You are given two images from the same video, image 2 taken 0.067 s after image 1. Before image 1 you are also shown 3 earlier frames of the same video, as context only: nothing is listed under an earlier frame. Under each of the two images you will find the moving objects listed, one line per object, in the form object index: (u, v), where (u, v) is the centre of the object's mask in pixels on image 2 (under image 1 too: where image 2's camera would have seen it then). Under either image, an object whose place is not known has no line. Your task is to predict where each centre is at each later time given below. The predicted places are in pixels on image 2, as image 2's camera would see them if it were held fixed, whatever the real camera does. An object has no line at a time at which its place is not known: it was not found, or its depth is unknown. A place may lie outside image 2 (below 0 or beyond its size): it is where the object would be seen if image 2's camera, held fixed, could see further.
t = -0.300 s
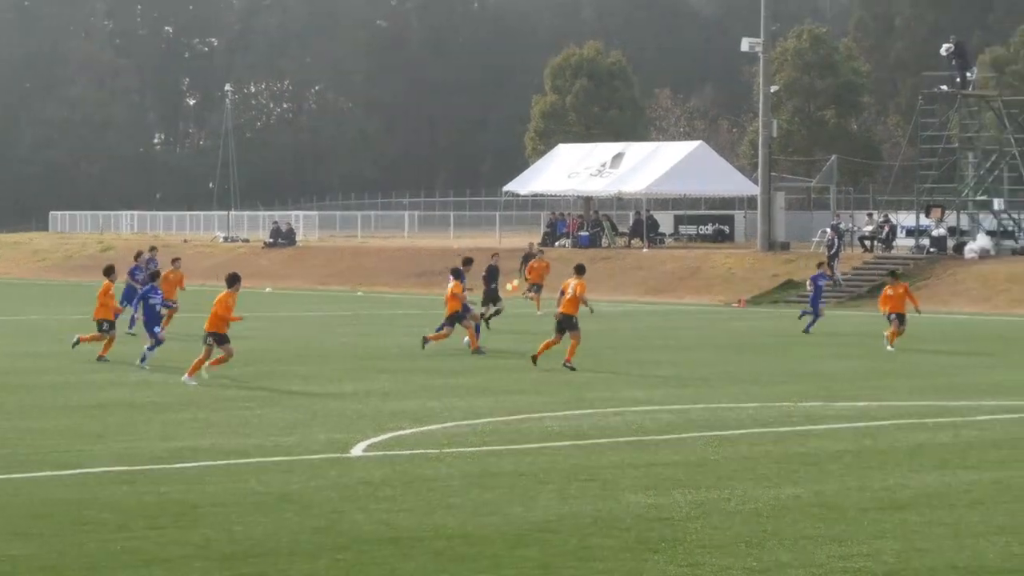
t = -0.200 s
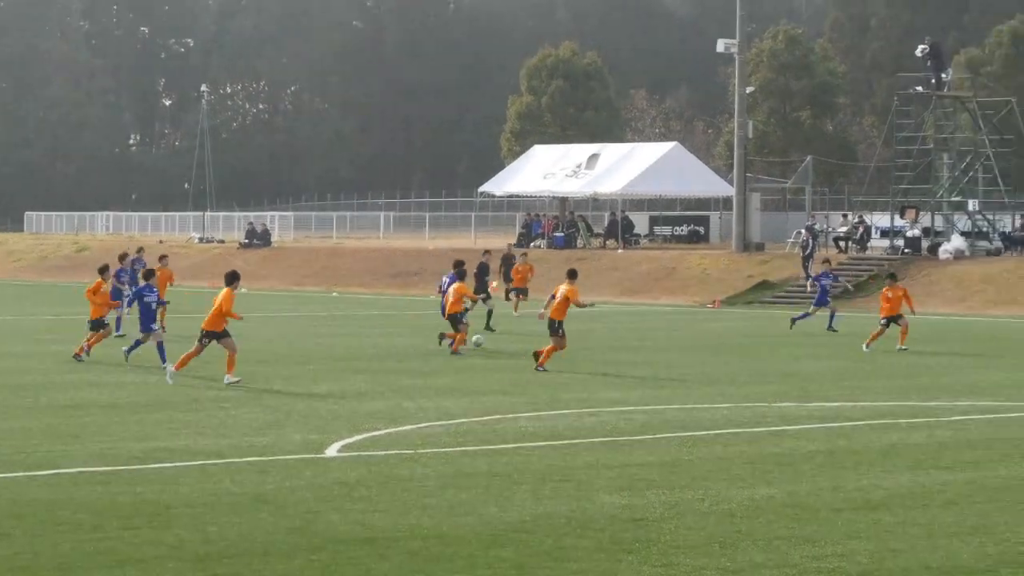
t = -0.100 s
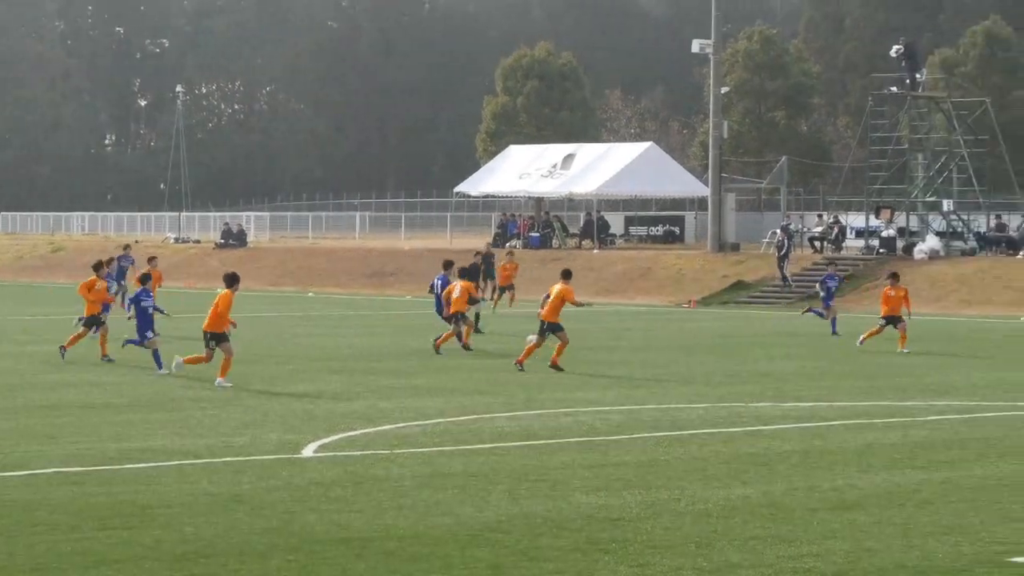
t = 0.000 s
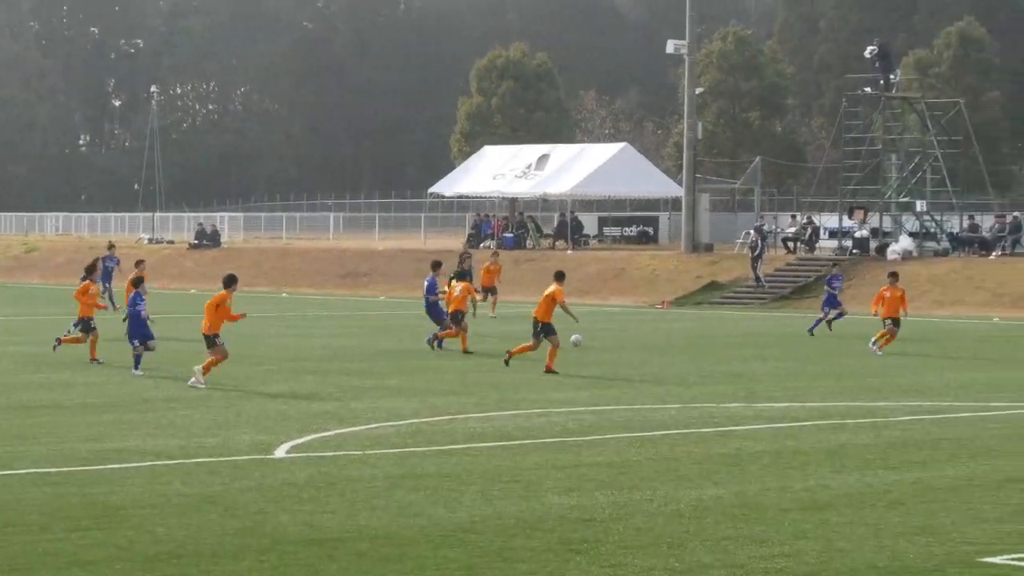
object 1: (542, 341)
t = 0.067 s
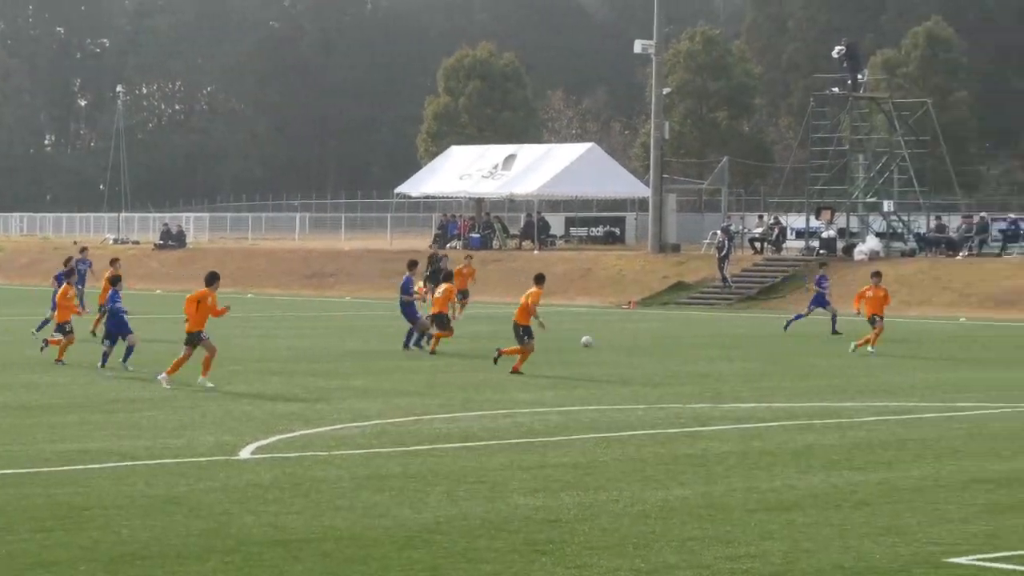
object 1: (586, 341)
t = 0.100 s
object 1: (607, 341)
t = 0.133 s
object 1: (627, 340)
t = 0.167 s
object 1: (647, 340)
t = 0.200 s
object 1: (668, 339)
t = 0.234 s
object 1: (687, 338)
